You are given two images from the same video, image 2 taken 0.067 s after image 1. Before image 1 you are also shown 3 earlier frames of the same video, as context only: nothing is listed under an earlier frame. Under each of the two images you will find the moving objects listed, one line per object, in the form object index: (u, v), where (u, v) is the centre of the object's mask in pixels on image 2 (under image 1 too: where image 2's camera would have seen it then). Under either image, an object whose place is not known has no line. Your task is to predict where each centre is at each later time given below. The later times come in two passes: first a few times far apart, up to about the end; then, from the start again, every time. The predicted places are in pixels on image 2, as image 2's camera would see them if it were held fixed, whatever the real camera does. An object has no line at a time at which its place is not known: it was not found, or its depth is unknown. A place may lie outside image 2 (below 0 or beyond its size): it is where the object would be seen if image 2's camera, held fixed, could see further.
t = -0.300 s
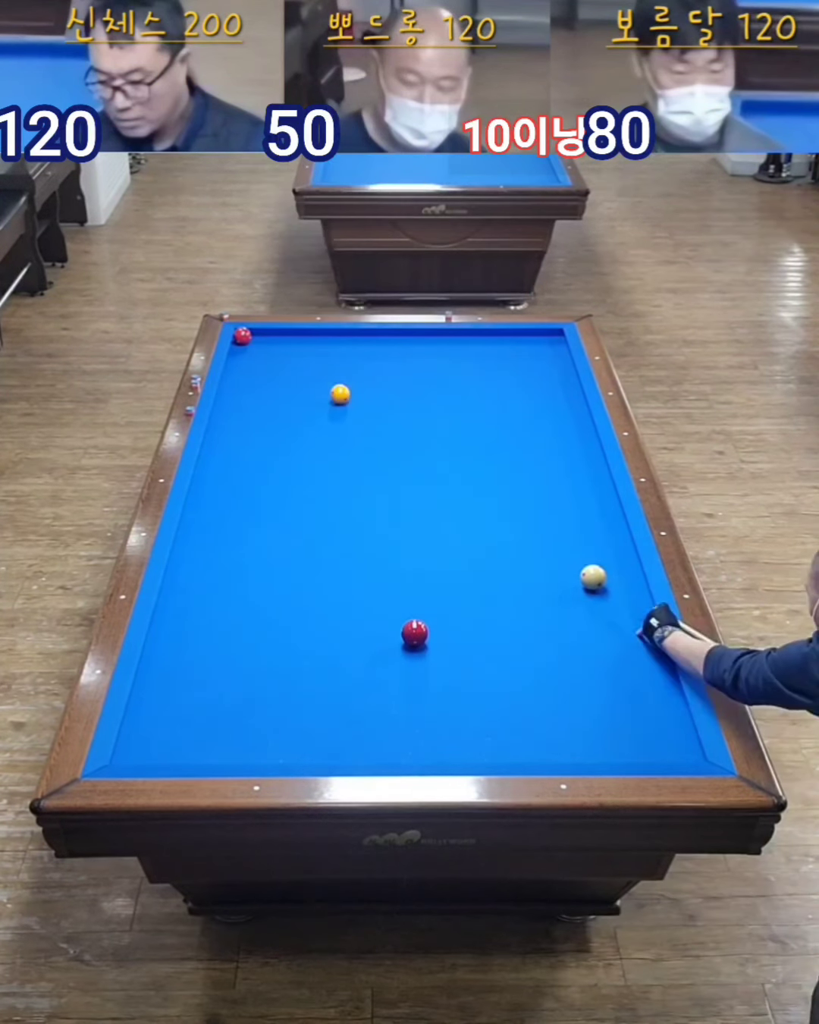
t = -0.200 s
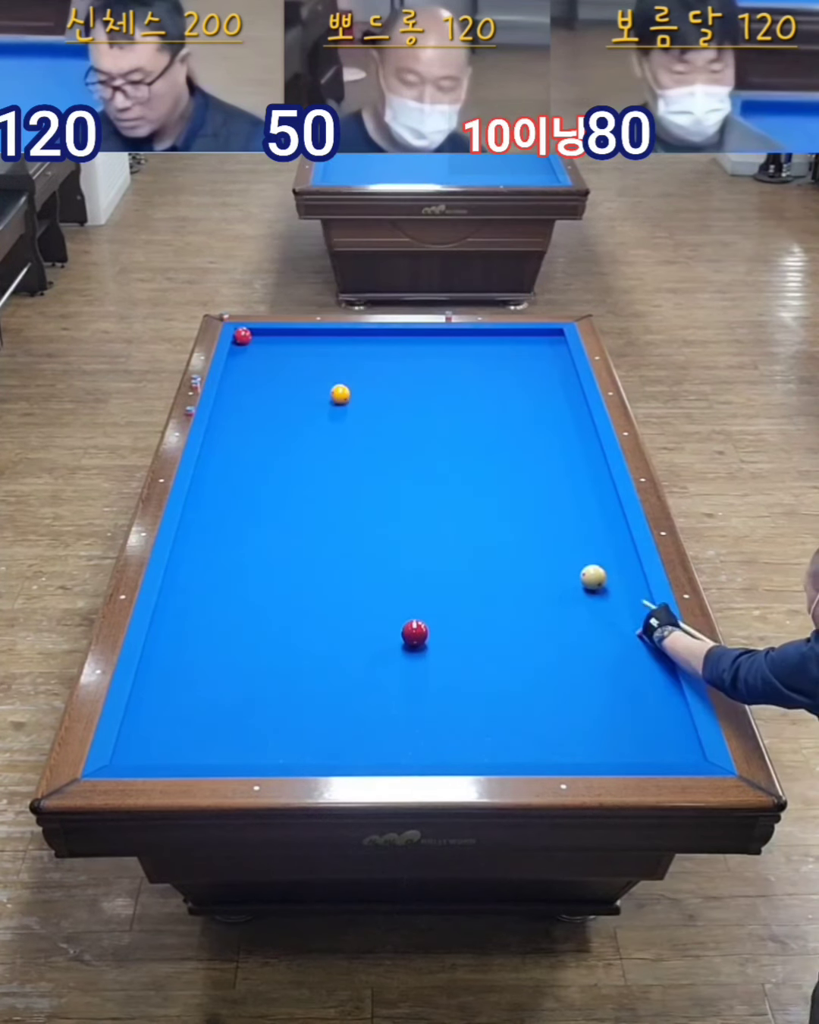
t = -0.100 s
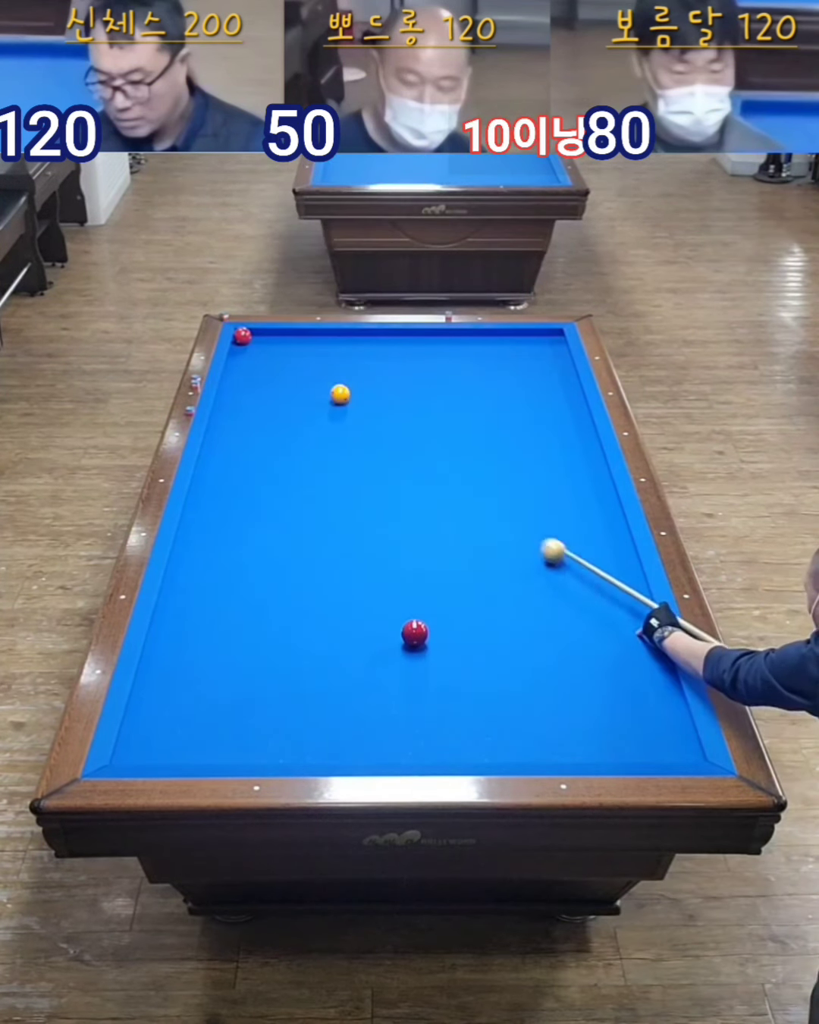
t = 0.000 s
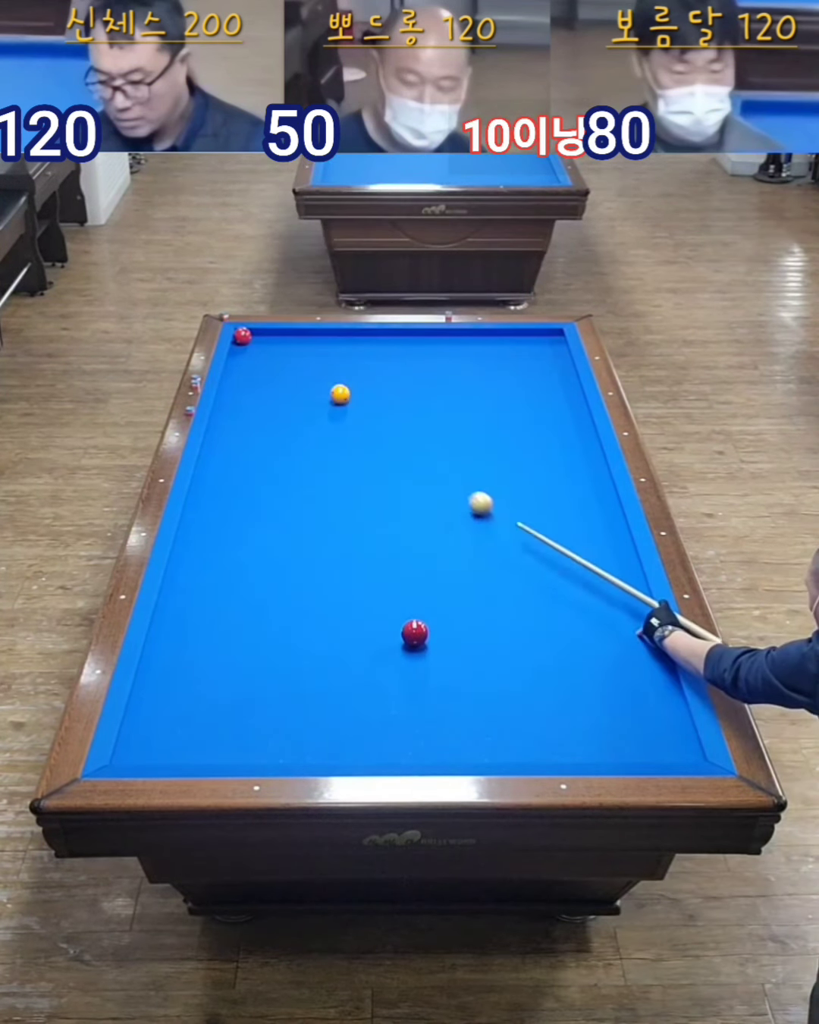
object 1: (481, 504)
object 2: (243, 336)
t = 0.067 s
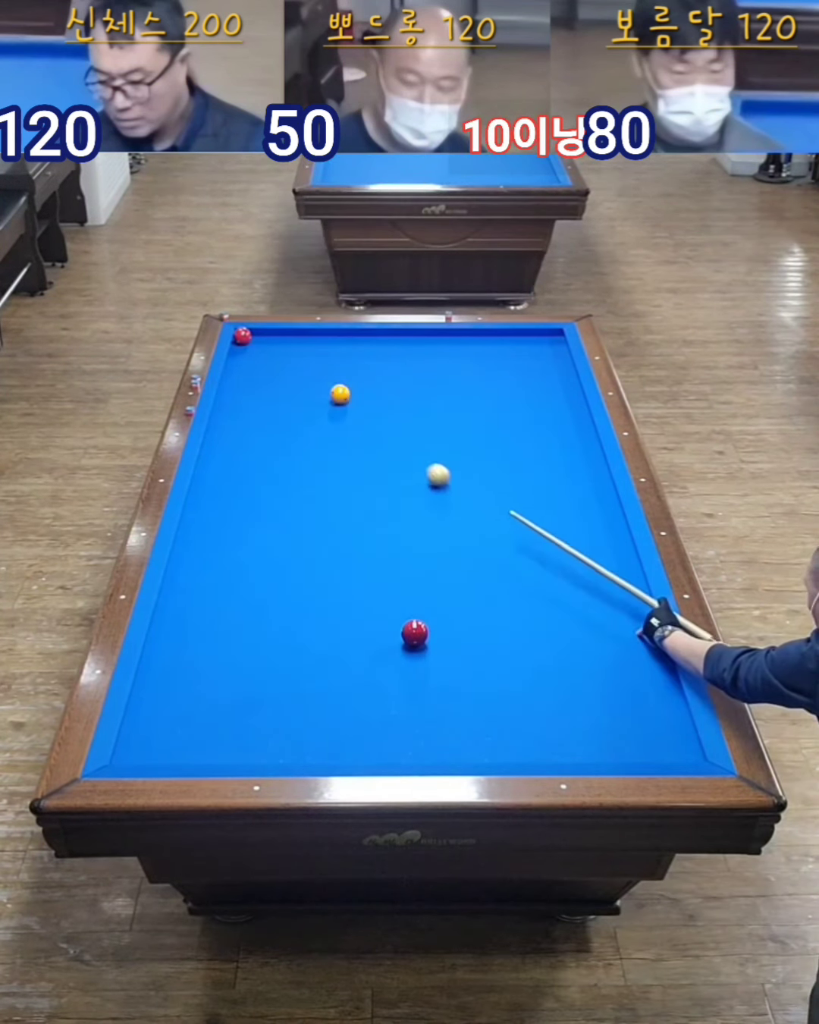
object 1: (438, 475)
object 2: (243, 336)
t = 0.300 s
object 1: (312, 393)
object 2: (243, 336)
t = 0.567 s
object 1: (272, 342)
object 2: (240, 344)
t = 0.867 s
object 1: (358, 334)
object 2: (229, 388)
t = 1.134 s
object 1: (427, 340)
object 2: (217, 431)
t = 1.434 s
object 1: (503, 345)
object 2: (203, 485)
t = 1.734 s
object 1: (551, 353)
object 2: (186, 550)
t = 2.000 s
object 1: (521, 366)
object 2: (169, 617)
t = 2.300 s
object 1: (490, 380)
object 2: (147, 706)
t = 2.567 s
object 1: (462, 393)
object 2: (142, 731)
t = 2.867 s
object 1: (429, 408)
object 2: (157, 679)
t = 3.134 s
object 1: (400, 422)
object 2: (167, 639)
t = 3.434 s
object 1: (365, 438)
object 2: (178, 598)
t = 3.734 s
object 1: (330, 454)
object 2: (188, 563)
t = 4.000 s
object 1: (299, 469)
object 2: (196, 534)
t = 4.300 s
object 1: (262, 486)
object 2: (204, 505)
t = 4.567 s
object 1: (229, 501)
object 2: (211, 481)
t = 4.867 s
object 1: (193, 518)
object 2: (219, 457)
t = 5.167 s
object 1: (206, 530)
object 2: (225, 435)
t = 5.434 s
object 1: (216, 541)
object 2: (230, 417)
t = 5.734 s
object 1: (250, 573)
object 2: (244, 368)
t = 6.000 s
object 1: (287, 609)
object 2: (251, 339)
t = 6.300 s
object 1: (321, 642)
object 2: (246, 364)
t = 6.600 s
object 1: (344, 664)
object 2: (244, 384)
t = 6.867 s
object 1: (355, 673)
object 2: (243, 397)
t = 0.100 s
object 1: (418, 463)
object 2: (243, 336)
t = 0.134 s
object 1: (399, 450)
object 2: (243, 336)
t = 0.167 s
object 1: (380, 438)
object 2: (243, 336)
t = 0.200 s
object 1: (362, 426)
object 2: (243, 336)
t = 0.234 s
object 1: (345, 414)
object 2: (243, 336)
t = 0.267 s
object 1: (328, 403)
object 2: (243, 336)
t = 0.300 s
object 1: (312, 393)
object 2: (243, 336)
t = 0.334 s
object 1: (296, 382)
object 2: (243, 336)
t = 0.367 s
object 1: (281, 372)
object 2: (243, 336)
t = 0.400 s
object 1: (267, 363)
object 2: (243, 336)
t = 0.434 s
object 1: (253, 353)
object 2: (243, 336)
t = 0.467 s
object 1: (240, 344)
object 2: (244, 333)
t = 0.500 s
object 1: (248, 342)
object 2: (242, 331)
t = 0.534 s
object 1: (261, 342)
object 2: (242, 338)
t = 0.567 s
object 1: (272, 342)
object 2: (240, 344)
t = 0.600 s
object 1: (283, 341)
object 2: (239, 349)
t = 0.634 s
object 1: (294, 340)
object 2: (237, 355)
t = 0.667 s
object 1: (305, 339)
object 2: (236, 360)
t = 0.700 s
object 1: (314, 338)
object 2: (234, 365)
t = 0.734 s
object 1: (324, 337)
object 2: (234, 369)
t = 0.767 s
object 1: (333, 336)
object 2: (232, 374)
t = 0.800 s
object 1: (341, 335)
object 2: (231, 379)
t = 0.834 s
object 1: (350, 333)
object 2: (230, 384)
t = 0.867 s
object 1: (358, 334)
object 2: (229, 388)
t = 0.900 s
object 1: (367, 335)
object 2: (227, 393)
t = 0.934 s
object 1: (376, 336)
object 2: (226, 399)
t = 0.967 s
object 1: (385, 337)
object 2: (224, 404)
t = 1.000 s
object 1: (393, 338)
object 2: (223, 409)
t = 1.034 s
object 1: (402, 338)
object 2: (221, 414)
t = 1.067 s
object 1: (410, 339)
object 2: (220, 420)
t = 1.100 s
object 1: (419, 339)
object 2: (218, 425)
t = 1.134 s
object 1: (427, 340)
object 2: (217, 431)
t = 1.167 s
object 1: (435, 341)
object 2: (216, 437)
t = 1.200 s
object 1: (444, 341)
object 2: (214, 442)
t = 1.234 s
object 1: (452, 342)
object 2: (213, 448)
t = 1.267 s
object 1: (461, 342)
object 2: (211, 454)
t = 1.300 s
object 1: (469, 343)
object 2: (210, 460)
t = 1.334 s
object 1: (477, 344)
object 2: (208, 466)
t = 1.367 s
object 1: (486, 344)
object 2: (206, 473)
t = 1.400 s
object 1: (494, 345)
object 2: (204, 479)
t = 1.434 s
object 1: (503, 345)
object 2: (203, 485)
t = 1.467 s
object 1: (511, 346)
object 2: (201, 492)
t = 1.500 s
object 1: (520, 347)
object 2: (199, 499)
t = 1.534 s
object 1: (528, 347)
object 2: (198, 505)
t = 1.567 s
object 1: (536, 348)
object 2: (195, 512)
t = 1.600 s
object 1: (545, 348)
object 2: (194, 520)
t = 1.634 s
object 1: (553, 349)
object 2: (192, 527)
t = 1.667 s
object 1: (561, 350)
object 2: (190, 534)
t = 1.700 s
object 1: (557, 351)
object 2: (188, 542)
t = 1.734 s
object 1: (551, 353)
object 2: (186, 550)
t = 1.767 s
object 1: (546, 354)
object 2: (184, 557)
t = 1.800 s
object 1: (542, 356)
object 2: (182, 565)
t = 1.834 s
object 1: (538, 358)
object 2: (180, 573)
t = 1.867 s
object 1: (535, 359)
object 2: (178, 582)
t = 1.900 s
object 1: (531, 361)
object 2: (176, 590)
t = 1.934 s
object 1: (528, 363)
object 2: (174, 598)
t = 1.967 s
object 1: (525, 364)
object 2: (171, 608)
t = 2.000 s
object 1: (521, 366)
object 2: (169, 617)
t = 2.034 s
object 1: (518, 367)
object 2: (167, 626)
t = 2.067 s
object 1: (514, 369)
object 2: (165, 635)
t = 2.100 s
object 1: (511, 370)
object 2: (162, 645)
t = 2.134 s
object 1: (508, 372)
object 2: (160, 654)
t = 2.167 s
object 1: (504, 374)
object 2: (157, 665)
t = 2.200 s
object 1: (501, 375)
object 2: (155, 674)
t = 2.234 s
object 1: (497, 377)
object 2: (153, 684)
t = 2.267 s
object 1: (494, 378)
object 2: (150, 695)
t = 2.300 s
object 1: (490, 380)
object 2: (147, 706)
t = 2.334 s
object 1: (487, 382)
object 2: (145, 716)
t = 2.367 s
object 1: (483, 383)
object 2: (142, 728)
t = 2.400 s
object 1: (480, 385)
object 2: (139, 739)
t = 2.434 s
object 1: (476, 387)
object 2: (136, 750)
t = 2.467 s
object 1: (473, 388)
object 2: (135, 753)
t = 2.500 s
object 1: (469, 390)
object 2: (137, 747)
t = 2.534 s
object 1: (465, 391)
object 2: (140, 739)
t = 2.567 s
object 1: (462, 393)
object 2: (142, 731)
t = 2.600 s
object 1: (458, 395)
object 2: (144, 724)
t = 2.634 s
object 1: (455, 397)
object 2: (146, 718)
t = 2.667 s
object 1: (451, 398)
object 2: (147, 712)
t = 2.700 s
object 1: (448, 400)
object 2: (149, 707)
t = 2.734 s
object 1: (444, 401)
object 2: (151, 701)
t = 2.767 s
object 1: (440, 403)
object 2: (152, 695)
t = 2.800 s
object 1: (437, 405)
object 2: (154, 690)
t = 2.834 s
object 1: (433, 406)
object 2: (155, 684)
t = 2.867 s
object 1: (429, 408)
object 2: (157, 679)
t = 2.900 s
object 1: (426, 410)
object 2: (158, 674)
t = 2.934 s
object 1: (422, 412)
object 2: (159, 668)
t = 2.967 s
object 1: (418, 414)
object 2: (161, 664)
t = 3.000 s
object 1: (415, 415)
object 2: (162, 658)
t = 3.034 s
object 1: (411, 417)
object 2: (164, 653)
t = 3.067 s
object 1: (407, 419)
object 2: (165, 648)
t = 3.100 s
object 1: (403, 420)
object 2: (166, 643)
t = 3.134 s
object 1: (400, 422)
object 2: (167, 639)
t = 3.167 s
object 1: (396, 424)
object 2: (169, 634)
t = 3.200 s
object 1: (392, 426)
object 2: (170, 629)
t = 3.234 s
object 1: (388, 427)
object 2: (171, 625)
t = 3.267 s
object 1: (384, 429)
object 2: (172, 620)
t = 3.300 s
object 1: (381, 431)
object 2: (174, 616)
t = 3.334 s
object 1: (377, 433)
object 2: (175, 612)
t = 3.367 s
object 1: (373, 434)
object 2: (176, 607)
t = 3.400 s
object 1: (369, 436)
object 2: (177, 603)
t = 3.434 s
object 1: (365, 438)
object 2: (178, 598)
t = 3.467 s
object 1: (361, 440)
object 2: (179, 594)
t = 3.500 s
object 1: (357, 442)
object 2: (180, 590)
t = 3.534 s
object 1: (354, 443)
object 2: (181, 586)
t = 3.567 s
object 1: (350, 445)
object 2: (183, 583)
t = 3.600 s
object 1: (346, 447)
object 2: (184, 578)
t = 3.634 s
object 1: (342, 449)
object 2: (185, 574)
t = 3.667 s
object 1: (338, 451)
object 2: (186, 570)
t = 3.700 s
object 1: (334, 452)
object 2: (187, 567)
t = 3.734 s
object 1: (330, 454)
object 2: (188, 563)
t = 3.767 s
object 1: (326, 456)
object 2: (189, 559)
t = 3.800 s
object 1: (323, 458)
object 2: (190, 556)
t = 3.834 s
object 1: (318, 460)
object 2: (191, 552)
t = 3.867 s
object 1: (314, 462)
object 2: (192, 548)
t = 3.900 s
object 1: (311, 463)
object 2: (193, 545)
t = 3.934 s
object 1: (307, 465)
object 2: (194, 541)
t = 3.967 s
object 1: (303, 467)
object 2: (195, 538)
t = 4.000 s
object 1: (299, 469)
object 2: (196, 534)
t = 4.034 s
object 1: (294, 471)
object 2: (197, 531)
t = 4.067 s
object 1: (290, 473)
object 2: (198, 527)
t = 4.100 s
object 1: (286, 474)
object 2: (198, 524)
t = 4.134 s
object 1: (282, 476)
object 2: (199, 521)
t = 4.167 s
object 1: (278, 478)
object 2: (200, 518)
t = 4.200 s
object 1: (274, 480)
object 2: (201, 514)
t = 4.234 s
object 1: (270, 482)
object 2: (202, 511)
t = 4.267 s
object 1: (266, 484)
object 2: (203, 508)
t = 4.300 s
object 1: (262, 486)
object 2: (204, 505)
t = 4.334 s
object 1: (258, 488)
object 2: (205, 502)
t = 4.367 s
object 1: (254, 489)
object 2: (206, 499)
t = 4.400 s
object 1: (250, 492)
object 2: (206, 496)
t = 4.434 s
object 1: (245, 493)
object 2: (207, 493)
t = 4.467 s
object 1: (241, 495)
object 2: (208, 490)
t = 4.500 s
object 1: (237, 497)
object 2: (209, 487)
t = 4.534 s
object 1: (233, 499)
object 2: (210, 484)
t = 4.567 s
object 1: (229, 501)
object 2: (211, 481)
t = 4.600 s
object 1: (225, 503)
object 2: (212, 478)
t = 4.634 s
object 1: (220, 505)
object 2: (213, 476)
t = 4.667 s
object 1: (216, 507)
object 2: (213, 473)
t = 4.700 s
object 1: (212, 509)
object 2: (214, 470)
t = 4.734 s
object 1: (208, 511)
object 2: (215, 468)
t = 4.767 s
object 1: (203, 513)
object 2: (216, 465)
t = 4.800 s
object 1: (199, 515)
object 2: (217, 462)
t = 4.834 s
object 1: (195, 517)
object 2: (218, 460)
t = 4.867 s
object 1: (193, 518)
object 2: (219, 457)
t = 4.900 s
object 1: (195, 520)
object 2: (219, 455)
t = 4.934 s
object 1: (197, 521)
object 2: (220, 452)
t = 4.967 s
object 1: (198, 522)
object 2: (221, 449)
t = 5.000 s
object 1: (199, 524)
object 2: (221, 447)
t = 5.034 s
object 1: (201, 525)
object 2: (222, 445)
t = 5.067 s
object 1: (202, 526)
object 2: (223, 442)
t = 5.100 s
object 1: (203, 528)
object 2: (223, 440)
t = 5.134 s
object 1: (205, 529)
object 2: (224, 438)
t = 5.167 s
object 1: (206, 530)
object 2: (225, 435)
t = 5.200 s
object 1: (207, 532)
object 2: (226, 433)
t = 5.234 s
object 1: (208, 533)
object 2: (226, 430)
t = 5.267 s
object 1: (210, 534)
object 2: (227, 428)
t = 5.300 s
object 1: (211, 535)
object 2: (227, 426)
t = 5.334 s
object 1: (212, 537)
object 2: (228, 424)
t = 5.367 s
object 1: (214, 538)
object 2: (229, 422)
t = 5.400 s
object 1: (215, 539)
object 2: (229, 419)
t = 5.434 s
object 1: (216, 541)
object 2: (230, 417)
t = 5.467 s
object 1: (217, 542)
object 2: (231, 415)
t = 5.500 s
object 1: (219, 543)
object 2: (231, 413)
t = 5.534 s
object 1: (220, 545)
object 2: (232, 411)
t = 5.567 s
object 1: (224, 549)
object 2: (234, 405)
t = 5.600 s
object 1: (229, 554)
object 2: (236, 397)
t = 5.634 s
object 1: (234, 559)
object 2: (238, 389)
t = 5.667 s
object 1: (239, 563)
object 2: (240, 382)
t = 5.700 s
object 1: (245, 568)
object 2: (242, 375)
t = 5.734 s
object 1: (250, 573)
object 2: (244, 368)
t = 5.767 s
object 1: (254, 578)
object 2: (246, 362)
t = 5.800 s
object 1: (259, 583)
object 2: (248, 355)
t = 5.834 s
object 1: (264, 587)
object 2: (249, 349)
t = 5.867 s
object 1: (269, 592)
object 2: (251, 343)
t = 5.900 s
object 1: (273, 596)
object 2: (252, 337)
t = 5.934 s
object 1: (278, 601)
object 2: (253, 333)
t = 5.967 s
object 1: (282, 605)
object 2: (252, 336)
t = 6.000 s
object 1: (287, 609)
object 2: (251, 339)
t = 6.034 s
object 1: (291, 613)
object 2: (251, 342)
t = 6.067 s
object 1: (295, 617)
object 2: (250, 345)
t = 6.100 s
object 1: (299, 621)
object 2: (250, 348)
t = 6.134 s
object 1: (304, 625)
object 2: (249, 350)
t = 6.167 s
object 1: (307, 628)
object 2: (248, 353)
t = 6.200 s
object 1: (311, 632)
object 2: (248, 356)
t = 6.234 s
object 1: (314, 635)
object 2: (247, 358)
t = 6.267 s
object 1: (318, 639)
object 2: (247, 361)
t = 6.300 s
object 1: (321, 642)
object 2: (246, 364)
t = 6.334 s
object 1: (324, 645)
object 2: (246, 367)
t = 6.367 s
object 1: (327, 648)
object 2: (245, 369)
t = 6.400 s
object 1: (330, 651)
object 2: (245, 371)
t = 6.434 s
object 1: (333, 653)
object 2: (244, 373)
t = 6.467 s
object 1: (335, 656)
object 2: (244, 375)
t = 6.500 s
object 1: (338, 658)
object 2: (244, 378)
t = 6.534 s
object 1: (340, 660)
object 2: (244, 380)
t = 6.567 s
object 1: (342, 662)
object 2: (244, 382)
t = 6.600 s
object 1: (344, 664)
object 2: (244, 384)
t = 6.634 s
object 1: (345, 666)
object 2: (244, 386)
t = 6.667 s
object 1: (347, 668)
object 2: (244, 388)
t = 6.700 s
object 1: (348, 669)
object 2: (244, 389)
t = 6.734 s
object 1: (350, 671)
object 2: (244, 391)
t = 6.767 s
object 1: (351, 671)
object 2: (243, 393)
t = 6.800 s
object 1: (353, 672)
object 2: (243, 394)
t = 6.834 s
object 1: (354, 673)
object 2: (243, 395)
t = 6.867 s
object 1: (355, 673)
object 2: (243, 397)
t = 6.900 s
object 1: (355, 674)
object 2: (243, 398)
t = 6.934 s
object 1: (356, 673)
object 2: (243, 399)
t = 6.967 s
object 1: (356, 674)
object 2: (243, 400)
